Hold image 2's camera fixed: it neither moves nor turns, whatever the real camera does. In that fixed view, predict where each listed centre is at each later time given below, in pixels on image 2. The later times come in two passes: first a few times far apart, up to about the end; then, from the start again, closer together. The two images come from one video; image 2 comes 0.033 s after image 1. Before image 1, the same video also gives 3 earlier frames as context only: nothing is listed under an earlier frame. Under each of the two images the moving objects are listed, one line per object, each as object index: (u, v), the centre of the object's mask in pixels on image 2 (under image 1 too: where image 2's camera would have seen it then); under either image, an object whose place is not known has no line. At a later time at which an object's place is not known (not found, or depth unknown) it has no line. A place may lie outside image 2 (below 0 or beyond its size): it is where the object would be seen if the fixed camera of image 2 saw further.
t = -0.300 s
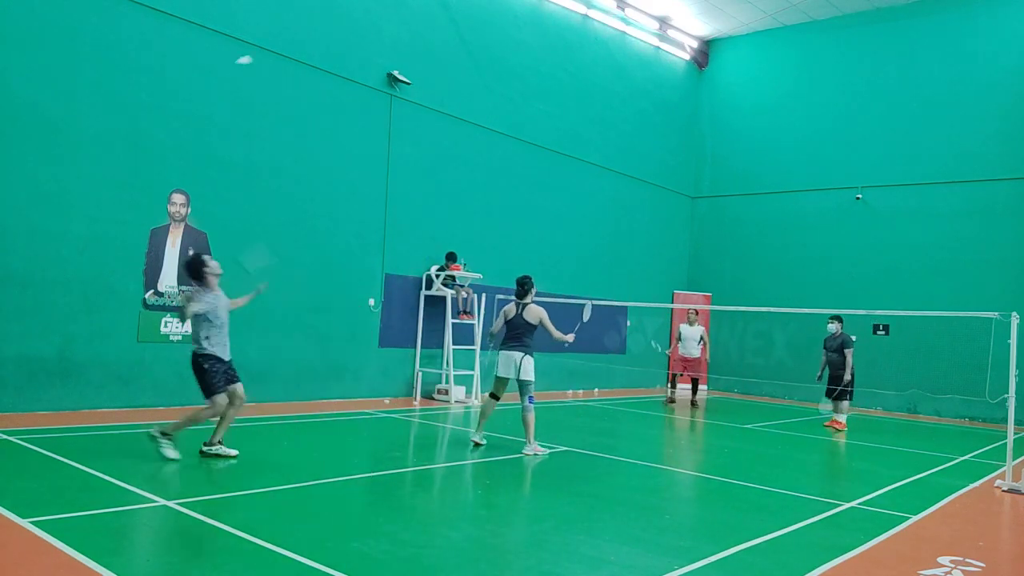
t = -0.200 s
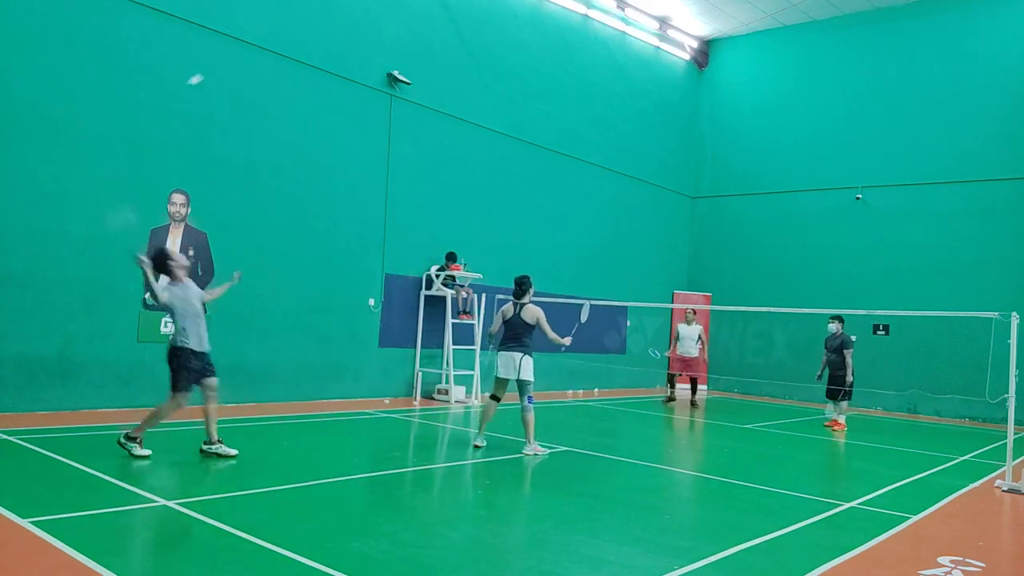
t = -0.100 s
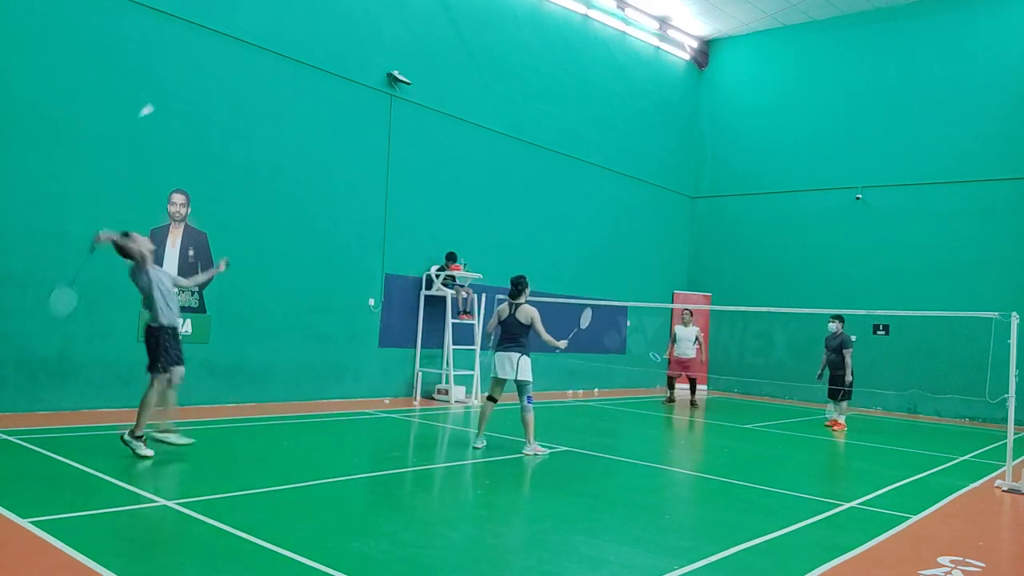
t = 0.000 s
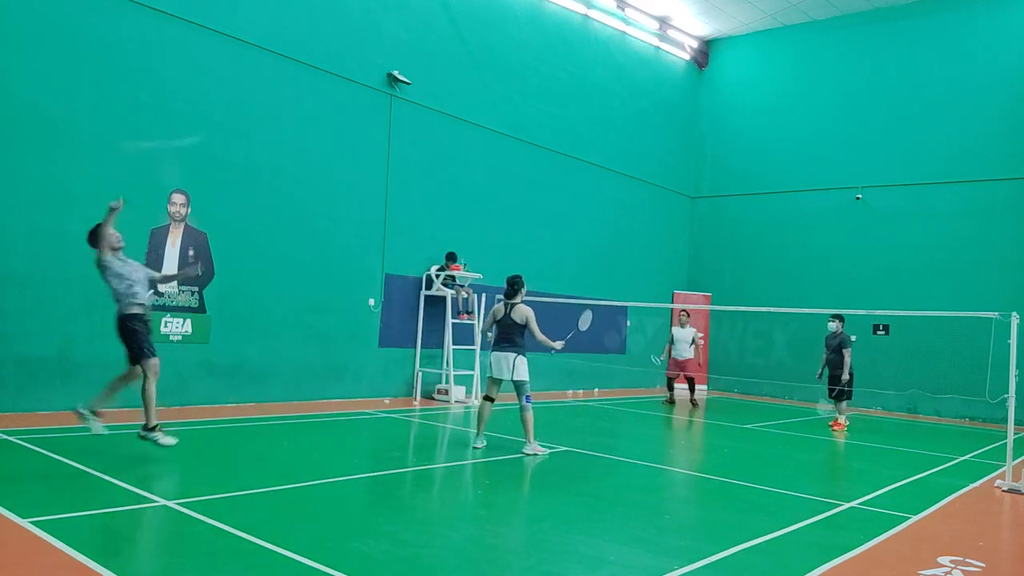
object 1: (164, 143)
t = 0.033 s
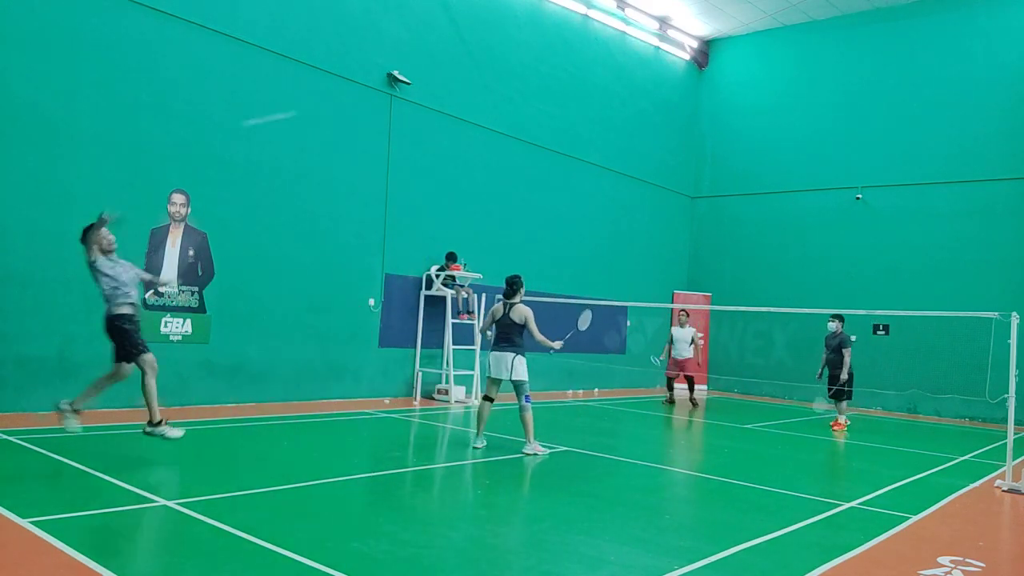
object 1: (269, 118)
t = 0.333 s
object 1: (586, 85)
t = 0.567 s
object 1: (663, 110)
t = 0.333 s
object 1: (586, 85)
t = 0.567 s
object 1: (663, 110)
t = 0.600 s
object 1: (671, 115)
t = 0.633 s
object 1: (678, 121)
